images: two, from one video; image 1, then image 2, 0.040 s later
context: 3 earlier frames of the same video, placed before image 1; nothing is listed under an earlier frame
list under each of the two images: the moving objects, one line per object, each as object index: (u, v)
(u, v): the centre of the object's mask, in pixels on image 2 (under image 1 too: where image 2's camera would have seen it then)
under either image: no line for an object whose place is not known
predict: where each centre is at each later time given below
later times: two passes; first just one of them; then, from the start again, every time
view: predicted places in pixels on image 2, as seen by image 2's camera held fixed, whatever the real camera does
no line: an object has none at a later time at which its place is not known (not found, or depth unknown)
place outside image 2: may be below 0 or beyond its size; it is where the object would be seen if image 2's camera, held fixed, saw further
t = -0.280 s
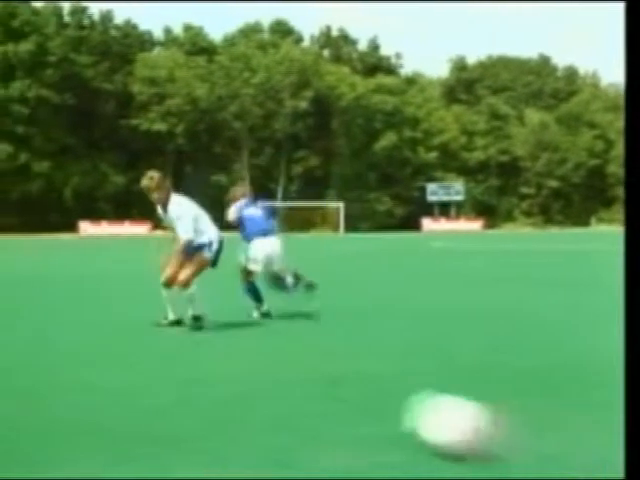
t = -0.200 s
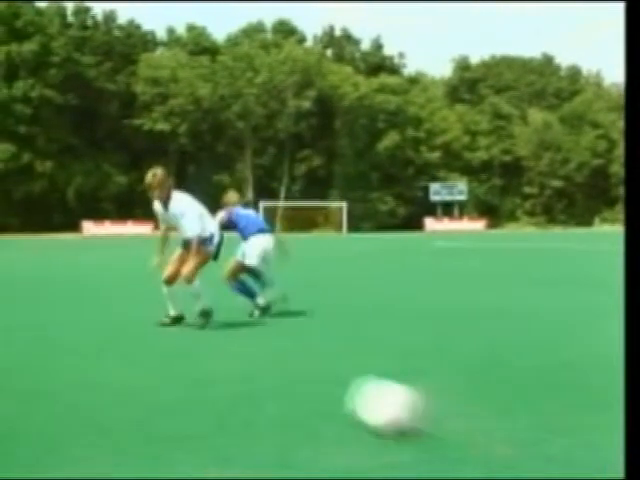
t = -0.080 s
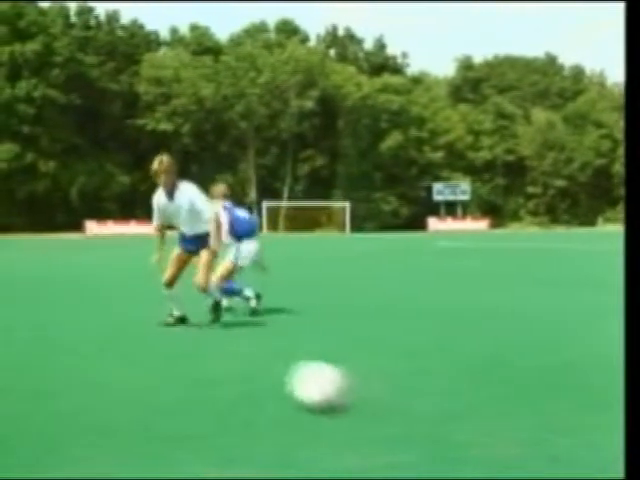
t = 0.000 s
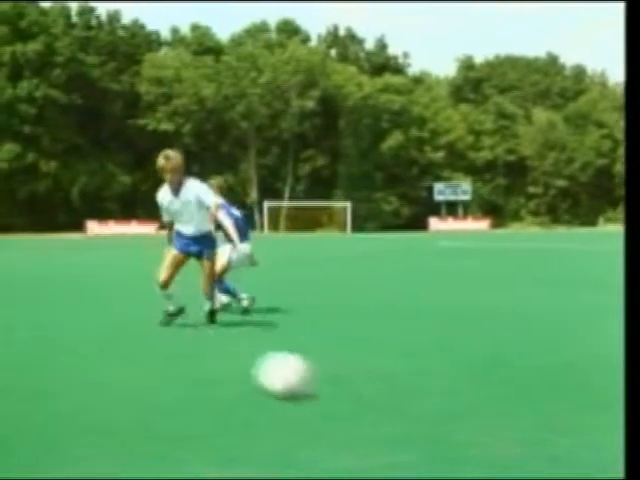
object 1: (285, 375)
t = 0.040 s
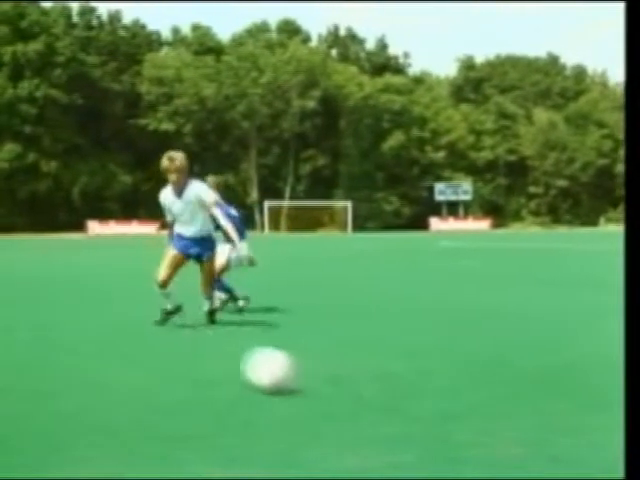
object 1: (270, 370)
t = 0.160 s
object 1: (231, 358)
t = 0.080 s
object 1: (256, 365)
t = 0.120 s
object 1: (243, 362)
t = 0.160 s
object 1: (231, 358)
